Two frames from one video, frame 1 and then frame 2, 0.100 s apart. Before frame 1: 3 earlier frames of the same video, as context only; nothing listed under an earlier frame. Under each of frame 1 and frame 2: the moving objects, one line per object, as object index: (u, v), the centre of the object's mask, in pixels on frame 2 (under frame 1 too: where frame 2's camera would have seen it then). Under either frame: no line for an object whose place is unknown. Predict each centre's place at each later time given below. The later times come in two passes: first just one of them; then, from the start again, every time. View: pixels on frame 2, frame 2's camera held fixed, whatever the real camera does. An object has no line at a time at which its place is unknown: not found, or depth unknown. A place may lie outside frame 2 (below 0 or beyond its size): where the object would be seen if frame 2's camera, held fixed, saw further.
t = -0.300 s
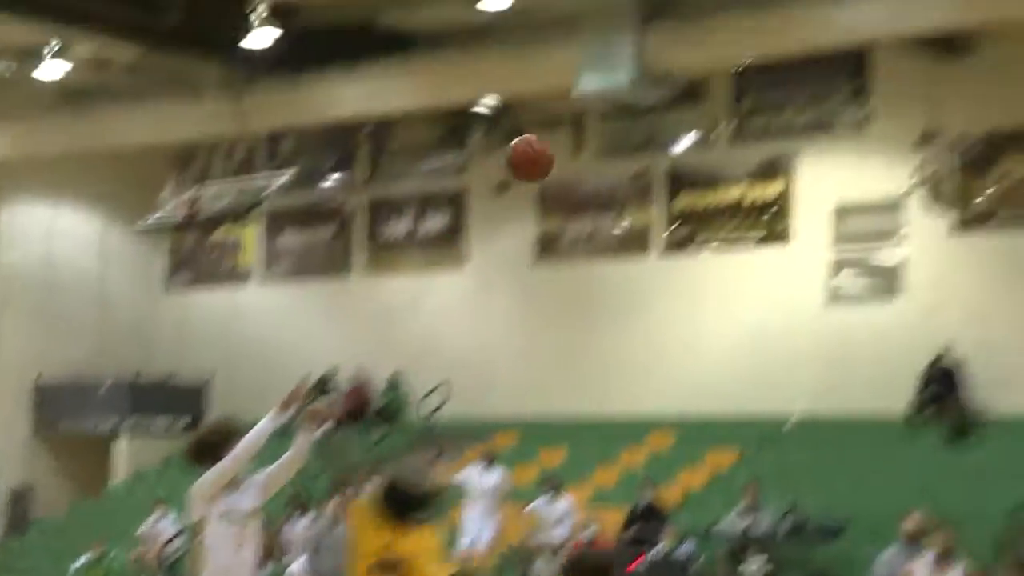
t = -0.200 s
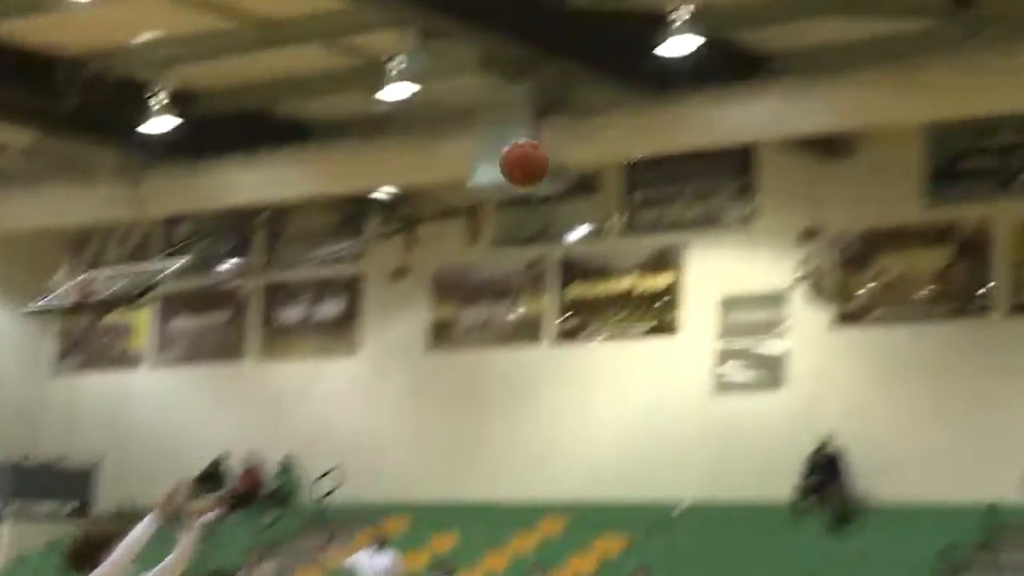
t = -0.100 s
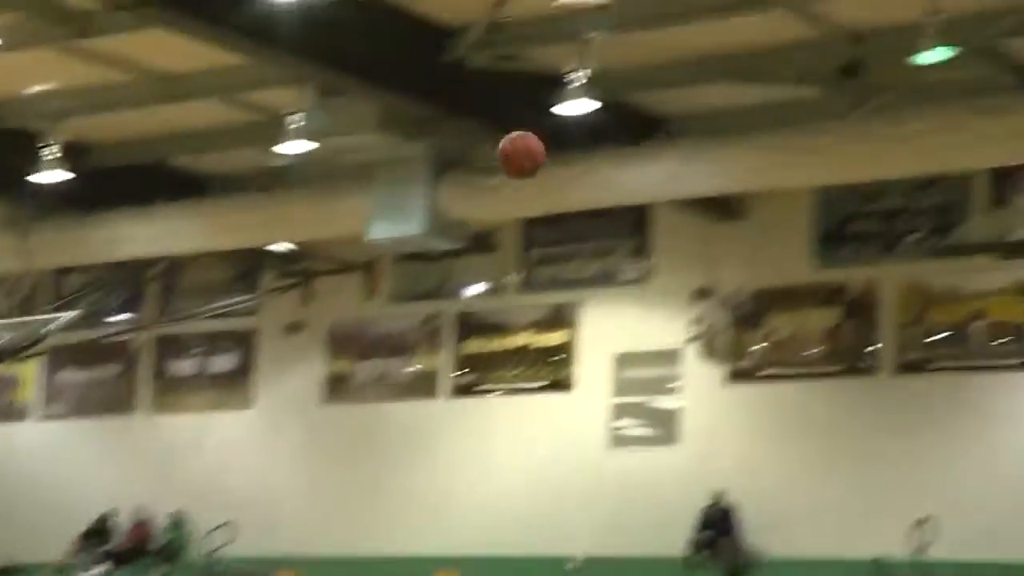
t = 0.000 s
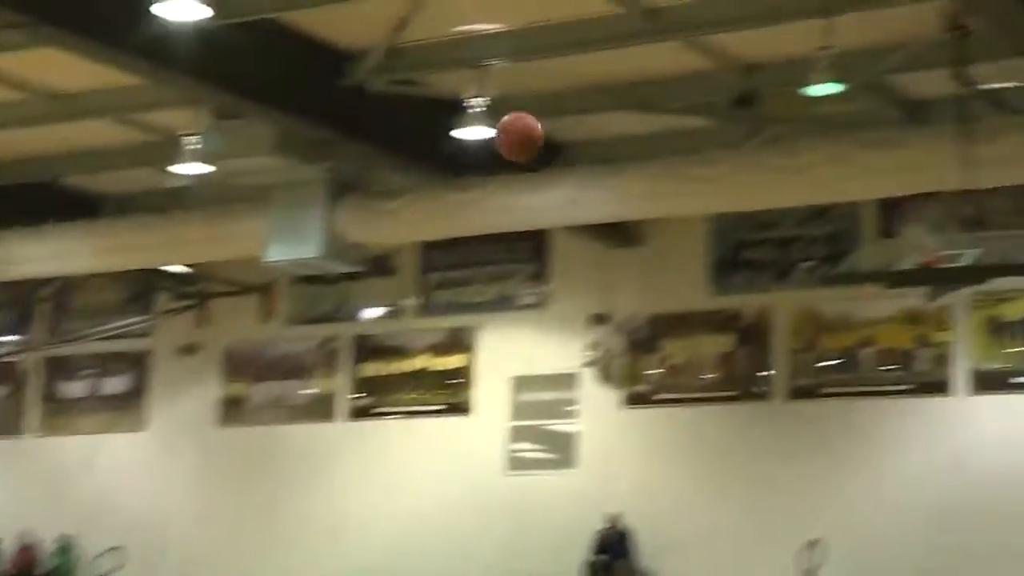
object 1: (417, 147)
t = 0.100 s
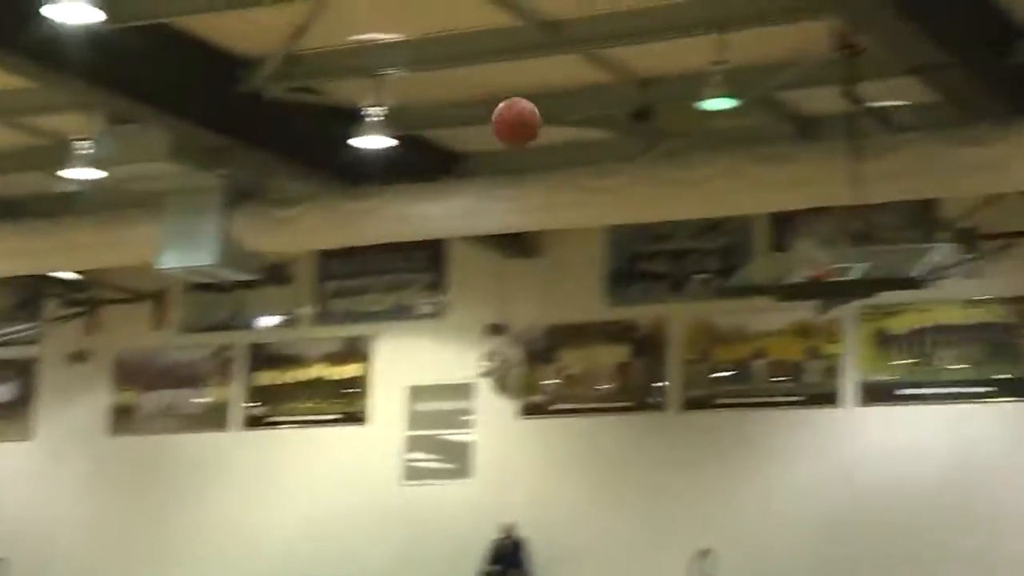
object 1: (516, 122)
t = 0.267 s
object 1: (681, 122)
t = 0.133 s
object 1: (549, 118)
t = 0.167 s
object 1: (583, 115)
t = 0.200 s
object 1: (616, 116)
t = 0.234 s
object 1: (648, 118)
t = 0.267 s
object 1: (681, 122)
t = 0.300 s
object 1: (715, 131)
